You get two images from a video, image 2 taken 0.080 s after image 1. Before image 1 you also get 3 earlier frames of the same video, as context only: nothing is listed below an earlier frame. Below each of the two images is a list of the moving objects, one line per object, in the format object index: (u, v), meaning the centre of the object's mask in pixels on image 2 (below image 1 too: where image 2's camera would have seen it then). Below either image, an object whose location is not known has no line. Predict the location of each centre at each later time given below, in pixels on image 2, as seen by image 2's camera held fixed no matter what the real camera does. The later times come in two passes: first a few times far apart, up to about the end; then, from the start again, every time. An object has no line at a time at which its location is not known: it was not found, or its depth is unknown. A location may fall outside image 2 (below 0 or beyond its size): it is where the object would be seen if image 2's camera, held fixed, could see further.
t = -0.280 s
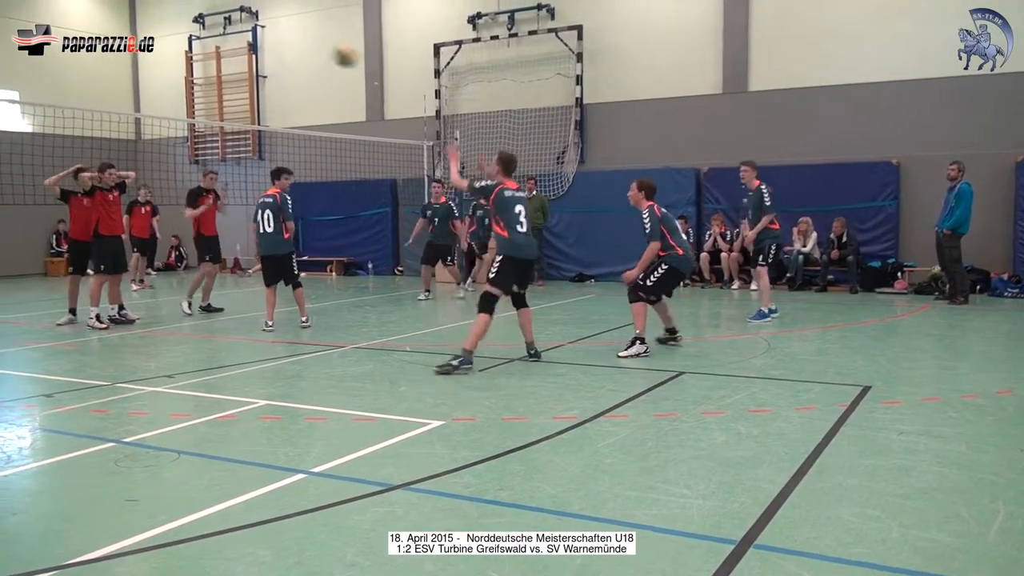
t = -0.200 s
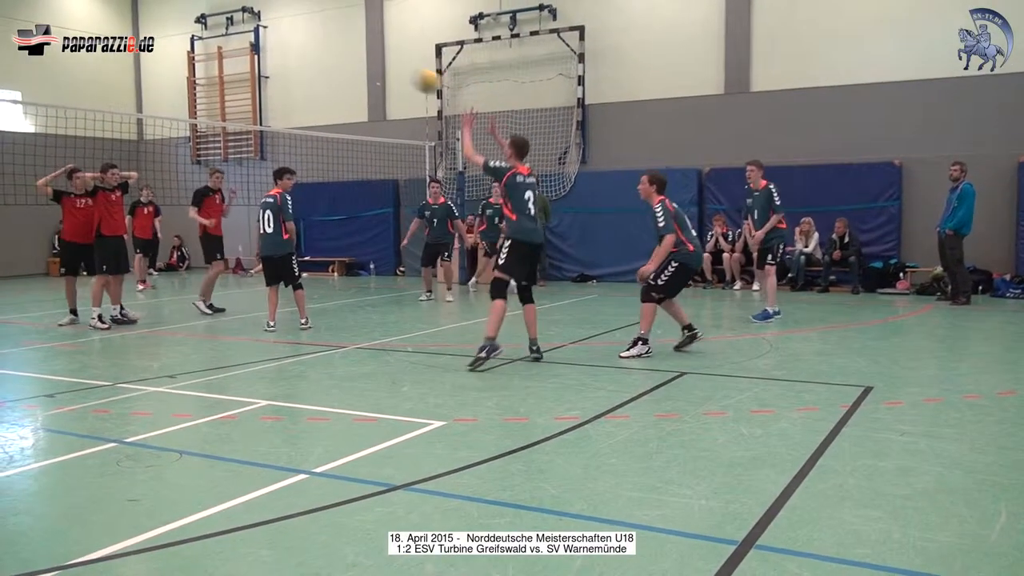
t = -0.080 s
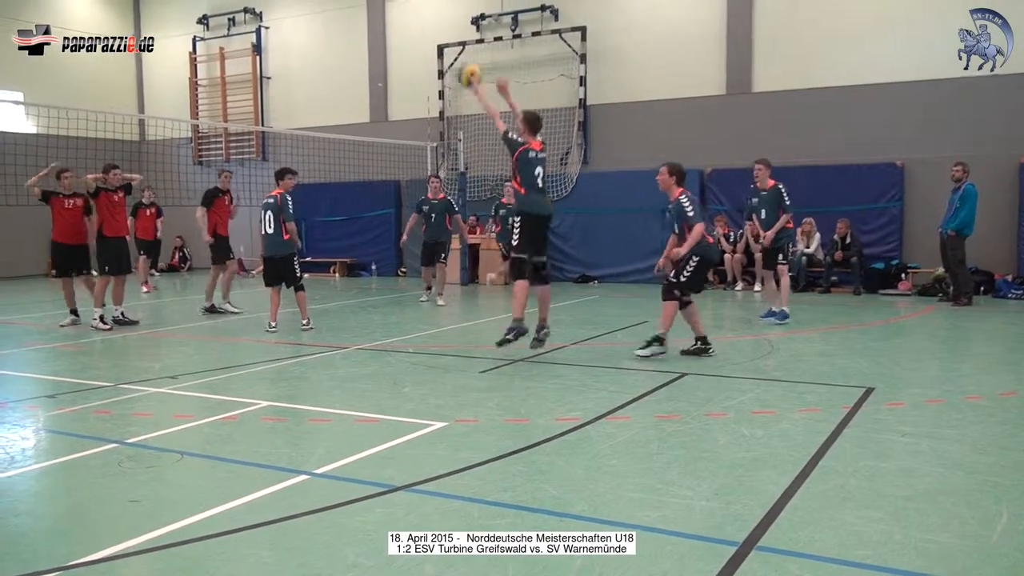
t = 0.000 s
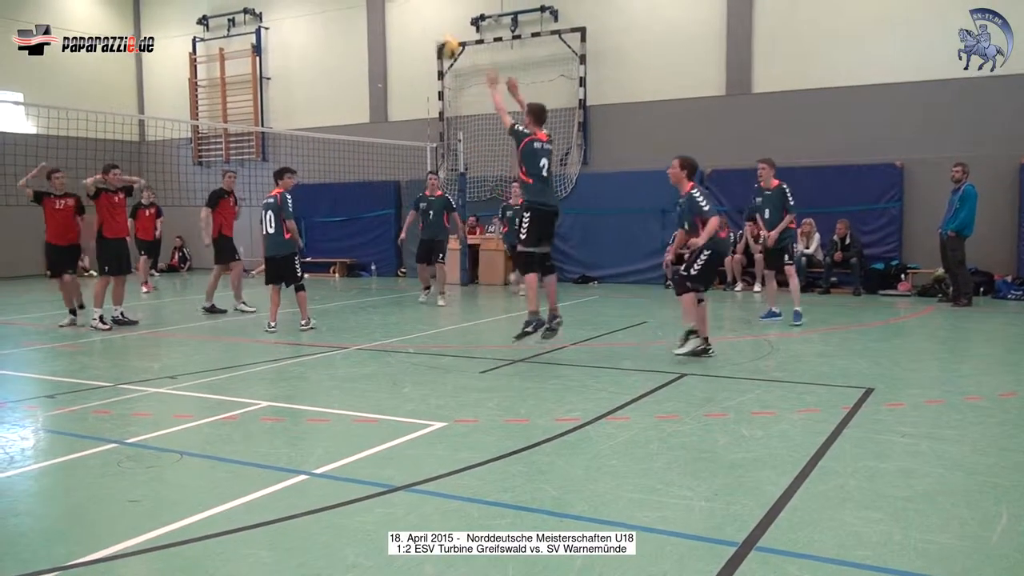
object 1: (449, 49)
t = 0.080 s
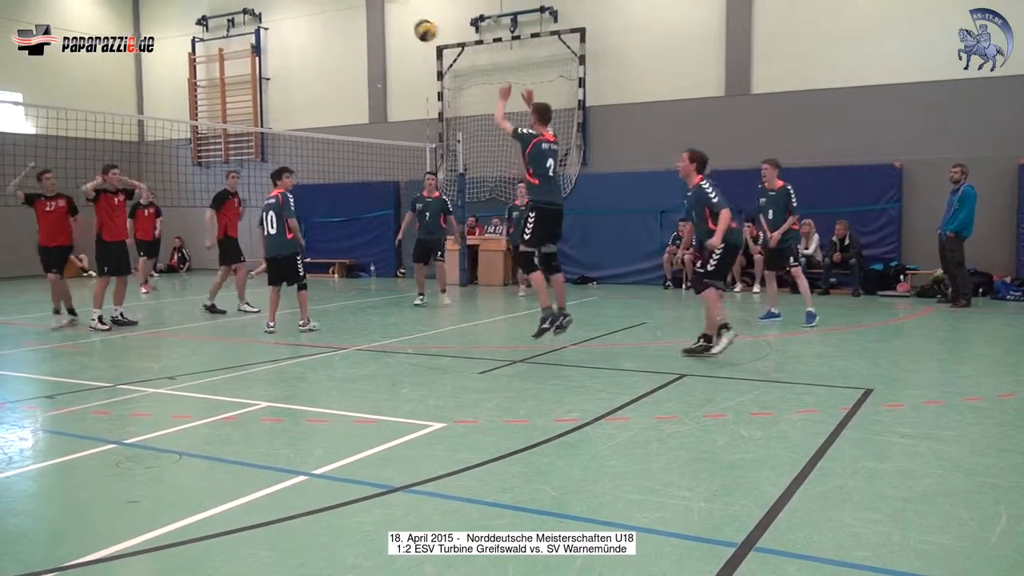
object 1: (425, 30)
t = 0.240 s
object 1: (387, 15)
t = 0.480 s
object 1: (338, 42)
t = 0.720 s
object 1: (298, 115)
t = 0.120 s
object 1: (415, 25)
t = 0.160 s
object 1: (405, 19)
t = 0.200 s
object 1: (396, 16)
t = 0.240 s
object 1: (387, 15)
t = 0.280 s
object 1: (379, 15)
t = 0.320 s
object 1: (369, 18)
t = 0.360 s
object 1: (360, 21)
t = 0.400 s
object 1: (353, 27)
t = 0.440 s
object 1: (345, 34)
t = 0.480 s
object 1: (338, 42)
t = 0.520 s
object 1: (331, 51)
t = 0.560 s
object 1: (324, 61)
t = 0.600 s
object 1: (318, 73)
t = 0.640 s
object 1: (311, 85)
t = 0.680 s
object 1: (304, 99)
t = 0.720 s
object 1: (298, 115)
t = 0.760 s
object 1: (292, 128)
